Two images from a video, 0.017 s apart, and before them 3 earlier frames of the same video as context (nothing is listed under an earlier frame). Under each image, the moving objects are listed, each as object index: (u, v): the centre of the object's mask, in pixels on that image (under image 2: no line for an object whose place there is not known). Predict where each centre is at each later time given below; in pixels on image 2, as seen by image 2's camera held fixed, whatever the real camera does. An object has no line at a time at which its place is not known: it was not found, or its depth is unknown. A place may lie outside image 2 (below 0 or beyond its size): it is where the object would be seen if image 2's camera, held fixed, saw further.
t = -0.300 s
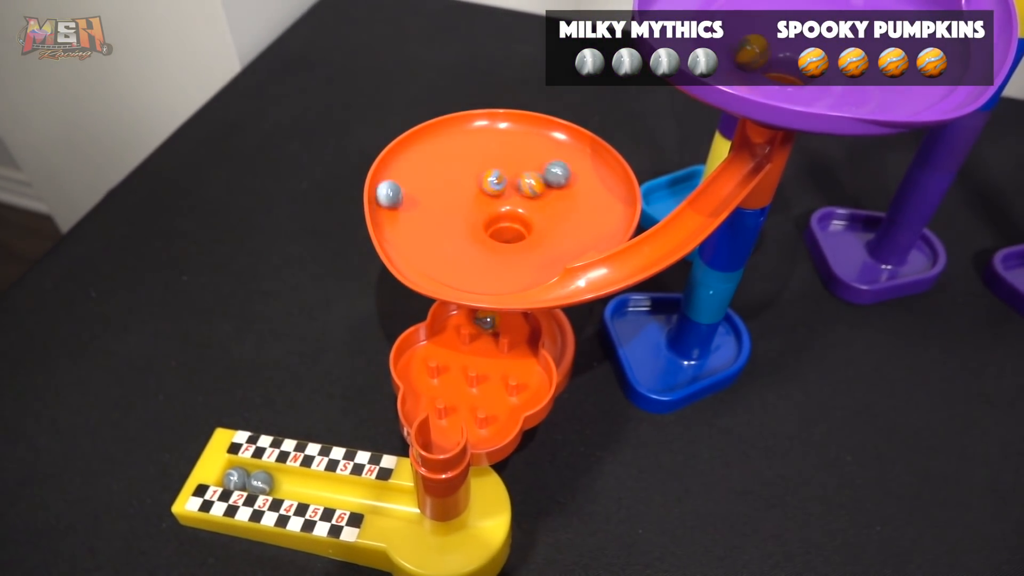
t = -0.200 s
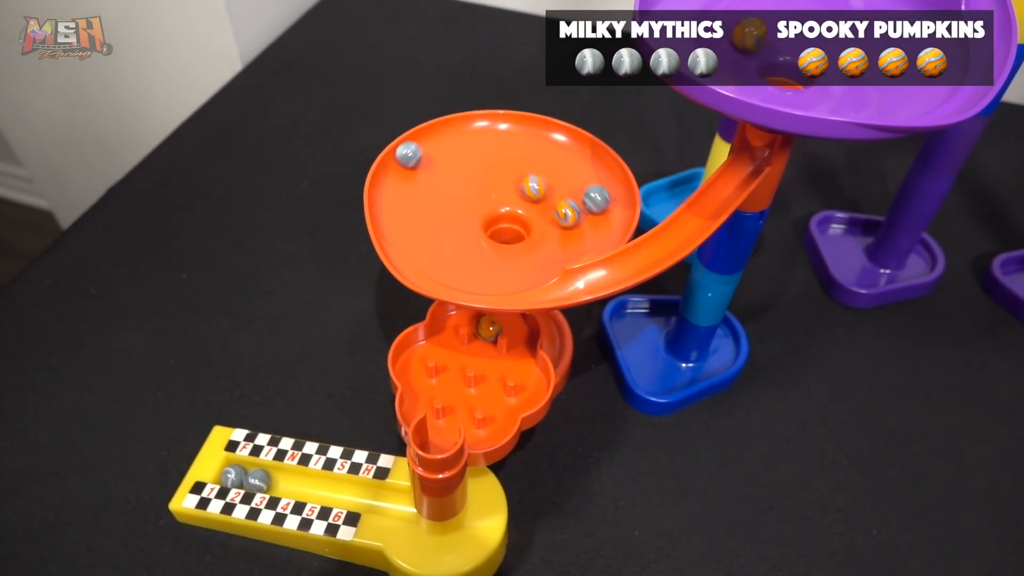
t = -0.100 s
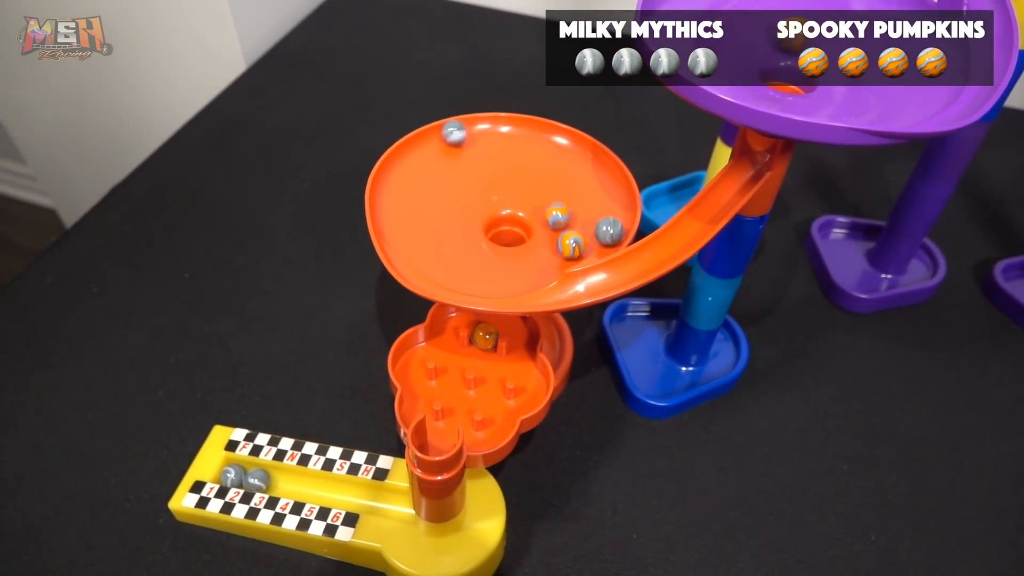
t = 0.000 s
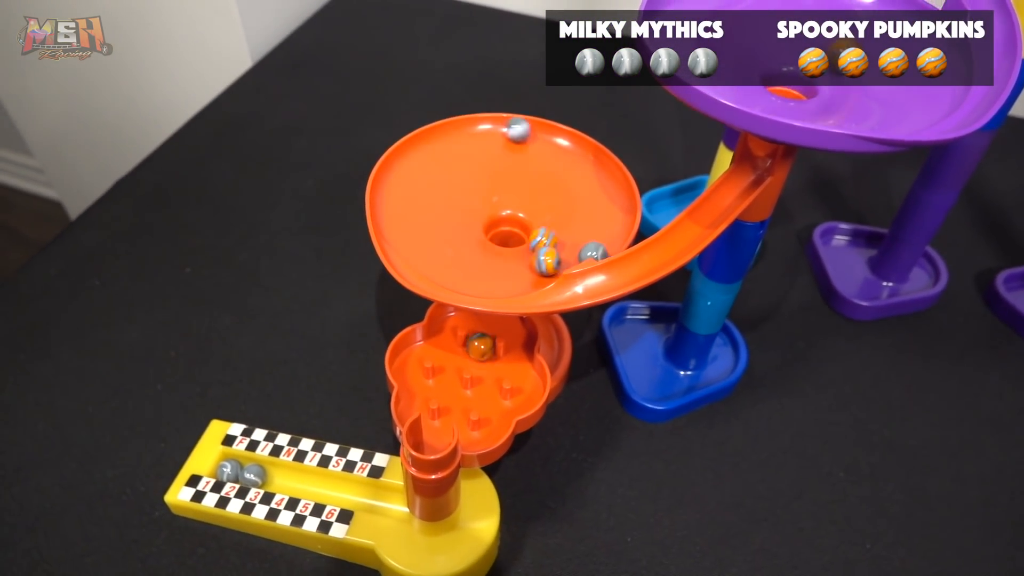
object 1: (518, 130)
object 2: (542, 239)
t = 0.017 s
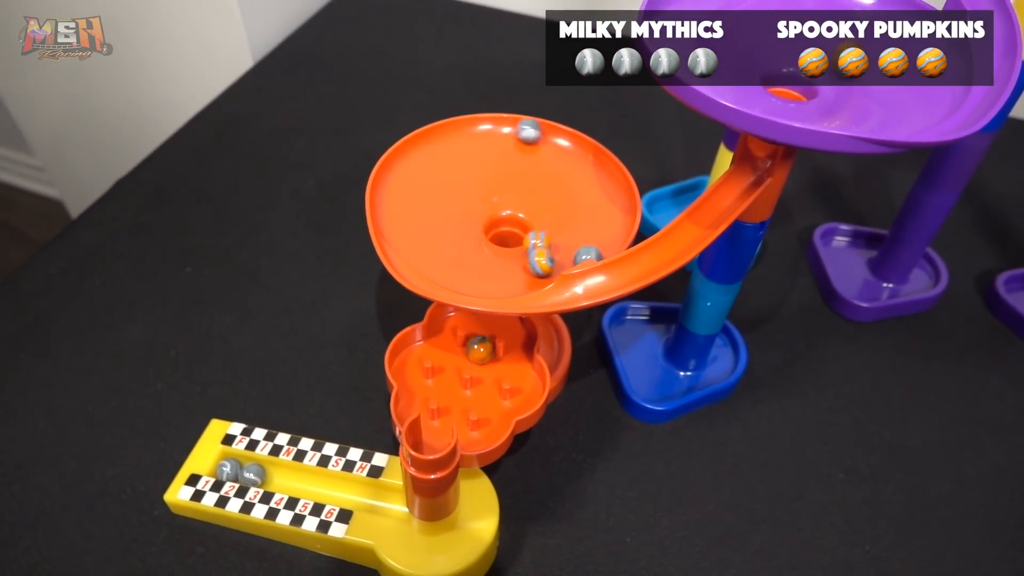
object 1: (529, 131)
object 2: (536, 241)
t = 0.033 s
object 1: (539, 133)
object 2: (531, 242)
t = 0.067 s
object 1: (559, 141)
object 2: (516, 243)
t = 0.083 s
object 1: (569, 146)
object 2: (508, 242)
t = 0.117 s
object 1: (587, 157)
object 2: (495, 238)
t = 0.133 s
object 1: (595, 162)
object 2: (490, 234)
